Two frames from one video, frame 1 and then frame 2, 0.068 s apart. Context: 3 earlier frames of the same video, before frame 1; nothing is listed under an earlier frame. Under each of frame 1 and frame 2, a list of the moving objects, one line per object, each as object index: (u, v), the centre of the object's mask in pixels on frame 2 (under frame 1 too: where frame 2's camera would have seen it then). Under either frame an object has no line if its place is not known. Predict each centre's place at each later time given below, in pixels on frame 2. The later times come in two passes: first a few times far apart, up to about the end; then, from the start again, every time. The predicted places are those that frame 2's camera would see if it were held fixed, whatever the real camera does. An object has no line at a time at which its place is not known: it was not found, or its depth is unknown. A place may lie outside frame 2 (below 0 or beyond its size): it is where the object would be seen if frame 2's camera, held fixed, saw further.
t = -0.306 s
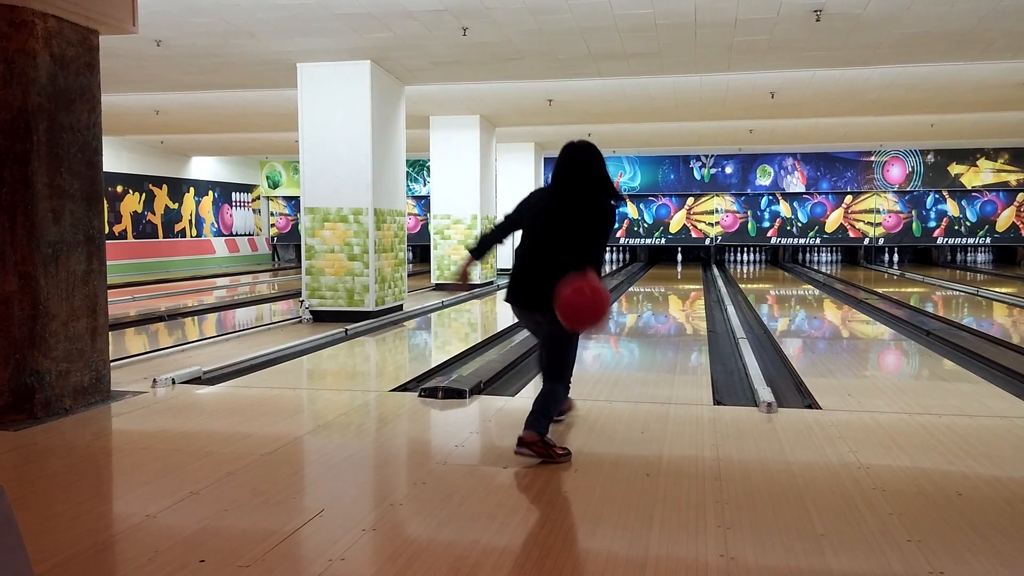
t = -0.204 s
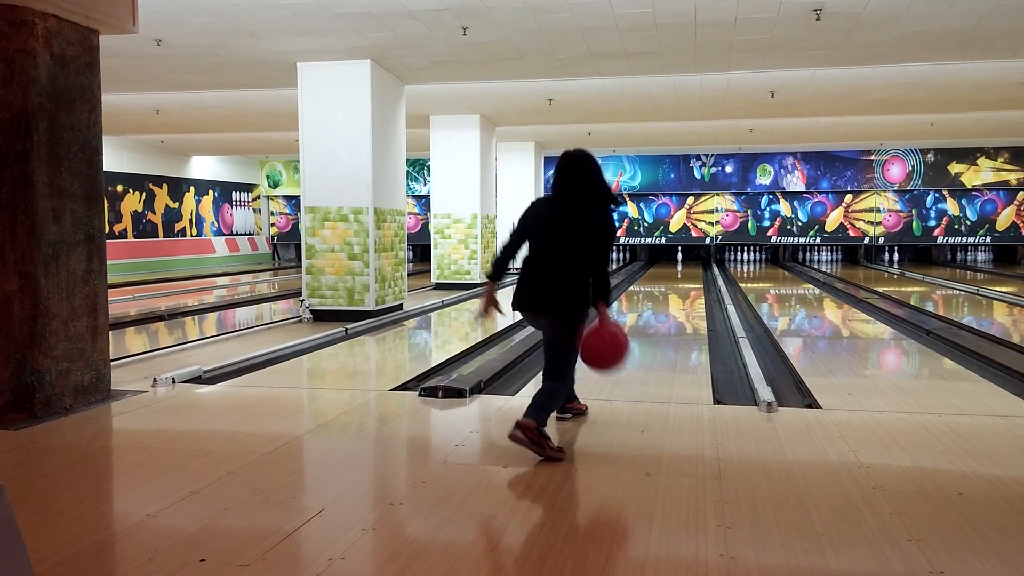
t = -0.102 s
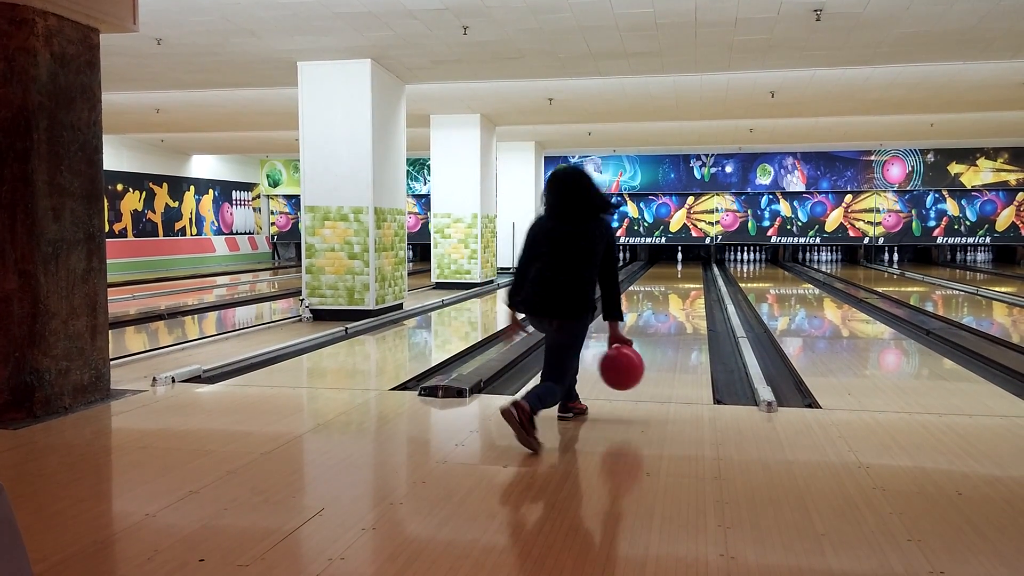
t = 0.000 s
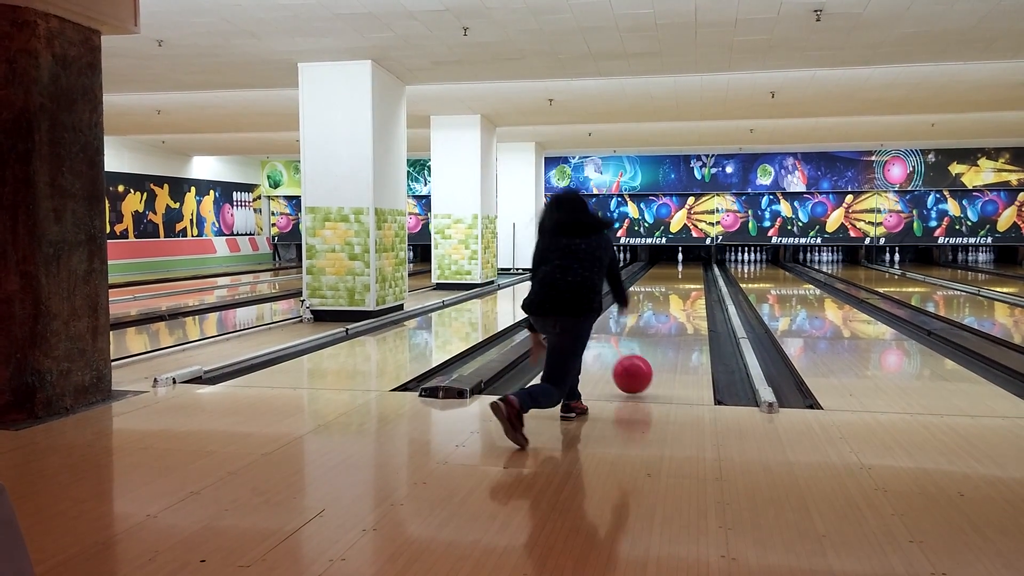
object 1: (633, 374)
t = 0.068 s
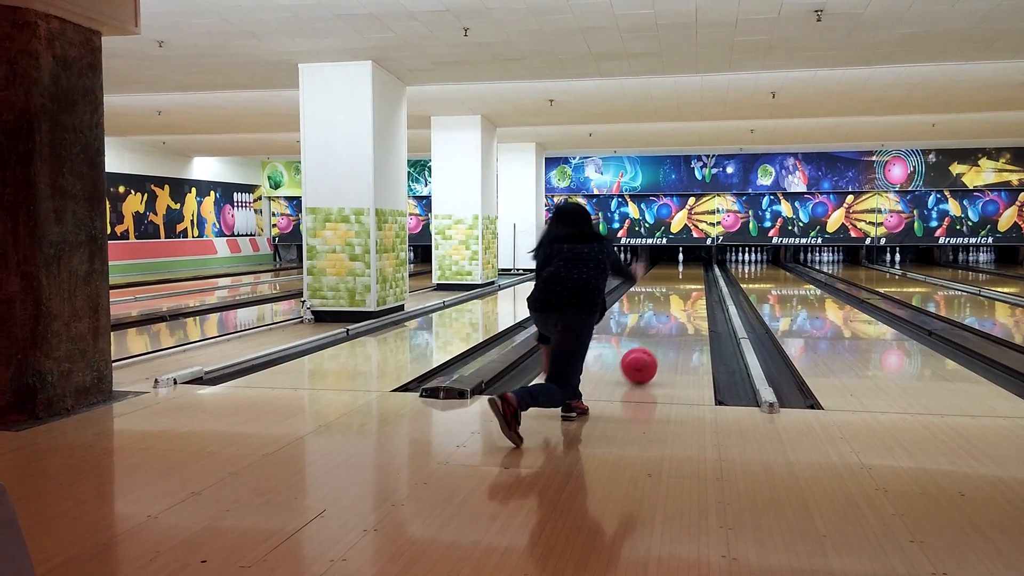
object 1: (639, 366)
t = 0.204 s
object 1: (648, 348)
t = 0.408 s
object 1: (658, 328)
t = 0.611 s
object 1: (665, 314)
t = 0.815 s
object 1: (670, 303)
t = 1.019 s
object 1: (674, 295)
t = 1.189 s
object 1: (677, 289)
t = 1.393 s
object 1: (680, 283)
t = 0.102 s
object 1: (642, 361)
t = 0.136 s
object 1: (644, 357)
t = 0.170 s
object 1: (646, 352)
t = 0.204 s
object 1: (648, 348)
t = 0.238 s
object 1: (650, 344)
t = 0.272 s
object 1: (652, 340)
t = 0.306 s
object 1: (653, 337)
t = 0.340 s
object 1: (655, 334)
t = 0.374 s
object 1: (656, 331)
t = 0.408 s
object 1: (658, 328)
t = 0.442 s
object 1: (659, 325)
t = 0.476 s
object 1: (661, 323)
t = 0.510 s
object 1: (661, 321)
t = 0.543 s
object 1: (663, 318)
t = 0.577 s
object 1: (664, 316)
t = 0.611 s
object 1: (665, 314)
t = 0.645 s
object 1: (666, 312)
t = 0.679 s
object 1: (667, 310)
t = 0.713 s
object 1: (668, 308)
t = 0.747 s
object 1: (669, 307)
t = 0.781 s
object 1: (669, 305)
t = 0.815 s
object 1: (670, 303)
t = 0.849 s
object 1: (671, 302)
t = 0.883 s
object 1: (672, 300)
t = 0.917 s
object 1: (672, 299)
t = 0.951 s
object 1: (673, 298)
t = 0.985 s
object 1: (674, 296)
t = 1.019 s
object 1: (674, 295)
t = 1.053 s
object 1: (675, 294)
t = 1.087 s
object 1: (675, 293)
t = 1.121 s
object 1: (676, 291)
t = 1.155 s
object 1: (677, 290)
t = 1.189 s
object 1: (677, 289)
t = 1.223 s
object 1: (678, 288)
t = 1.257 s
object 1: (678, 287)
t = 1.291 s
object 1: (679, 286)
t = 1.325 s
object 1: (679, 285)
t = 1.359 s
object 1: (679, 284)
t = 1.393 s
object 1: (680, 283)
